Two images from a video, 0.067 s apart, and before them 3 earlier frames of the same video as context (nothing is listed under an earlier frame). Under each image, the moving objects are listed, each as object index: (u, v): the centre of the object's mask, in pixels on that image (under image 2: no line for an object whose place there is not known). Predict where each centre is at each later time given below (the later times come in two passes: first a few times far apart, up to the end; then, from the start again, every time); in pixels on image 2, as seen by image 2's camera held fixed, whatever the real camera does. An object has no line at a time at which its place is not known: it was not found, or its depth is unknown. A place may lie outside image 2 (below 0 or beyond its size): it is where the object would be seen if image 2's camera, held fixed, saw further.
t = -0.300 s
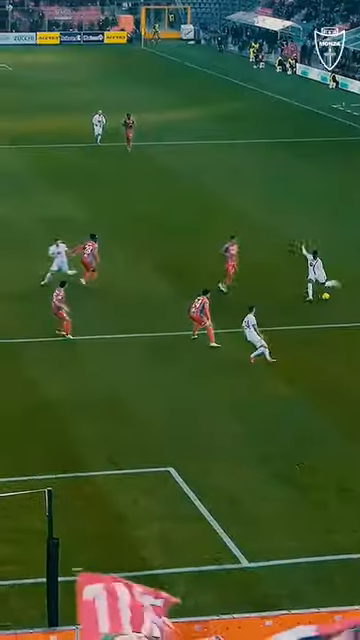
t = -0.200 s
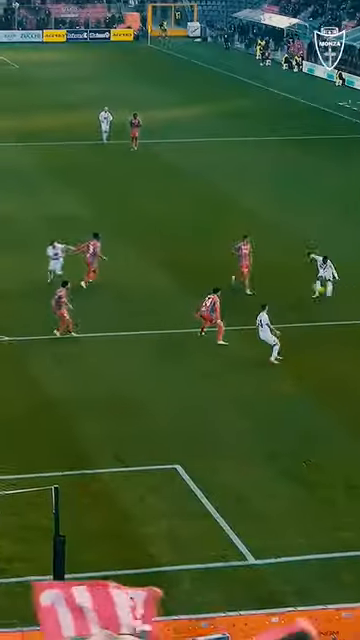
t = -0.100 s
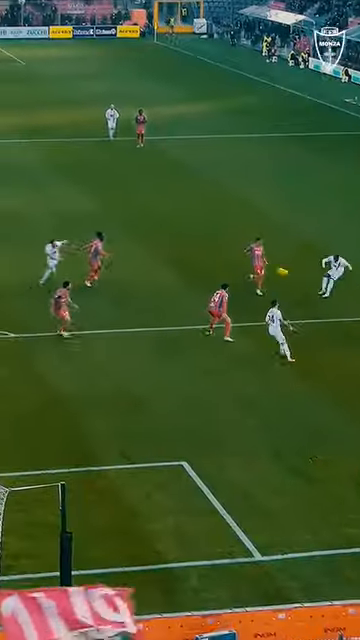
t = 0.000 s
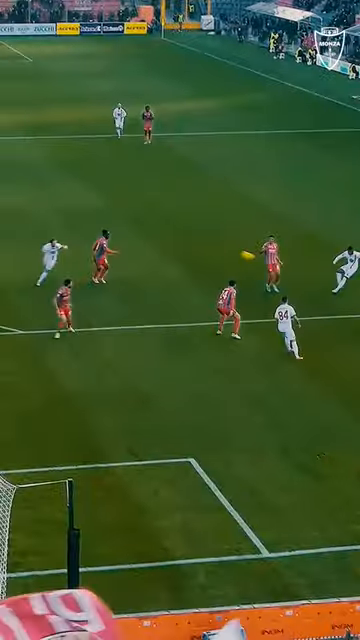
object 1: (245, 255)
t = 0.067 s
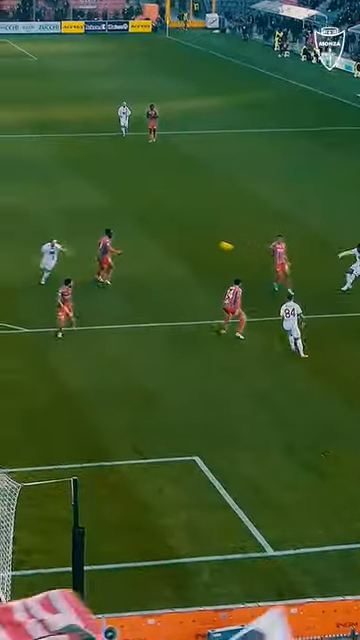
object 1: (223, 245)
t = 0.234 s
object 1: (143, 224)
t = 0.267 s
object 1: (135, 222)
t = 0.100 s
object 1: (206, 240)
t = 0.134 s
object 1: (189, 236)
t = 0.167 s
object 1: (179, 233)
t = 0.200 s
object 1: (161, 228)
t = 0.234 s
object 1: (143, 224)
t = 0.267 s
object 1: (135, 222)
